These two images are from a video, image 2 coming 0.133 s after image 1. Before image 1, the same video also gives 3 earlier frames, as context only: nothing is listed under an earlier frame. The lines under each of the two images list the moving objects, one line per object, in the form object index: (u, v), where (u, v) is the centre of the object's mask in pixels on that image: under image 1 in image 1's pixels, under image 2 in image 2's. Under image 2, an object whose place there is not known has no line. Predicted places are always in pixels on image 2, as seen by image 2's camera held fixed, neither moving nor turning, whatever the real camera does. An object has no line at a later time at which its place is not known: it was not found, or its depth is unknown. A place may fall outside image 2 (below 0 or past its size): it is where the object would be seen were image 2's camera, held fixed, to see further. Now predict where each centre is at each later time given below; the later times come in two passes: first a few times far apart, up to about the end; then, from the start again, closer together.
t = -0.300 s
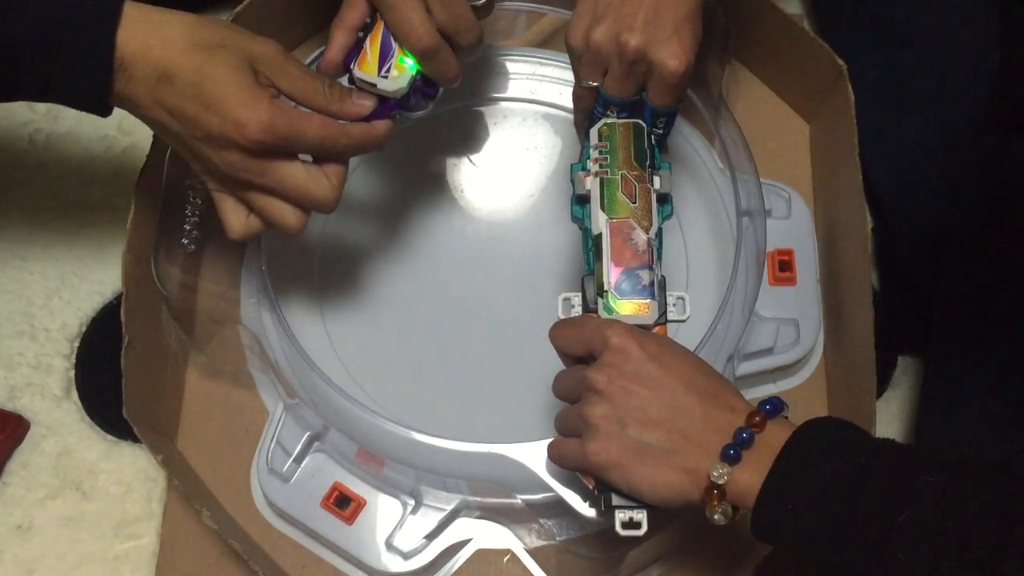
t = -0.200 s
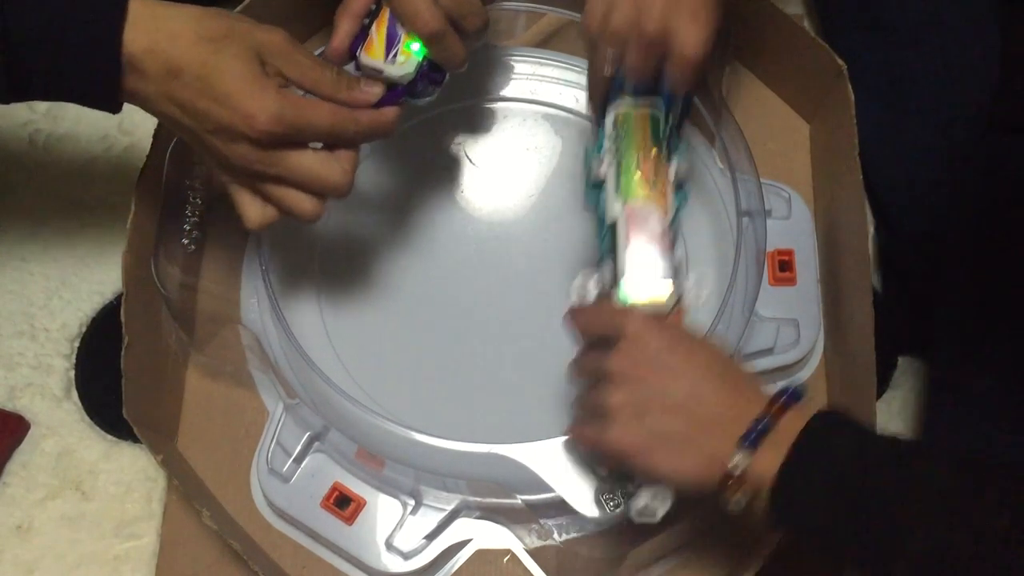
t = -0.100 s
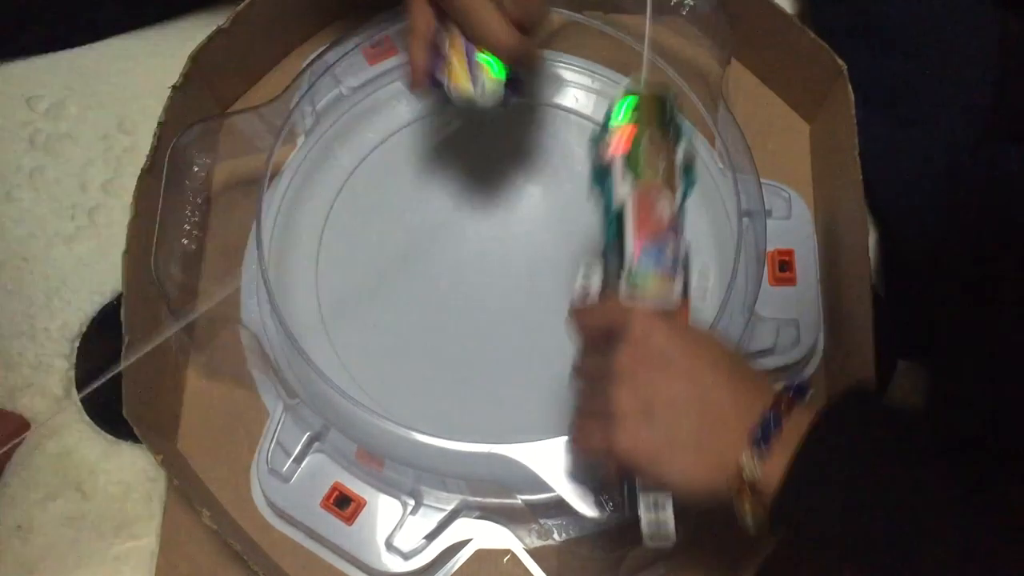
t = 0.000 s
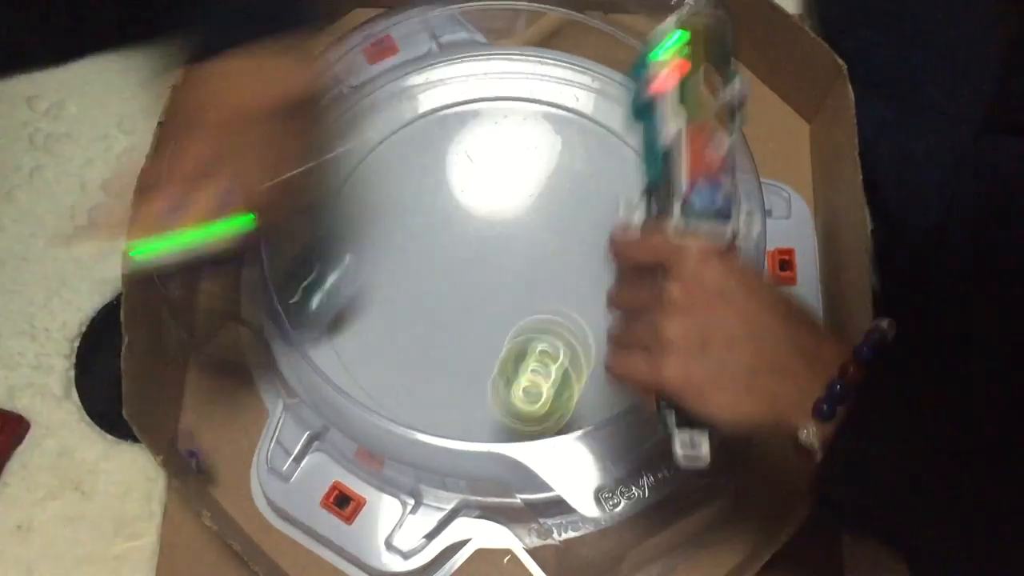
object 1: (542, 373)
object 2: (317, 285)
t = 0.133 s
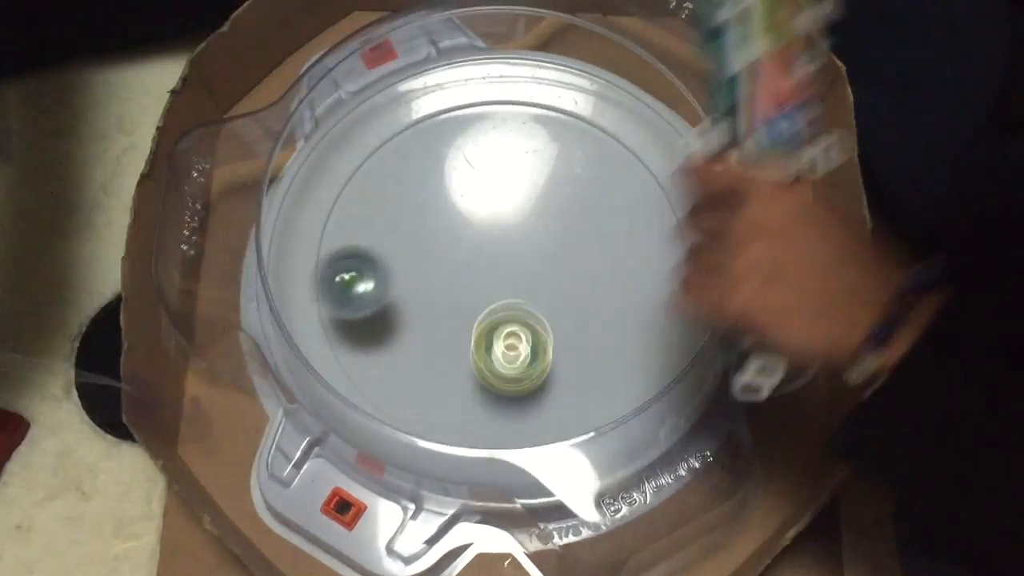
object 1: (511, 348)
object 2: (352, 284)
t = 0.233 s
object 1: (522, 242)
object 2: (443, 275)
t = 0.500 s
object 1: (488, 66)
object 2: (616, 209)
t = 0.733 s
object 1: (423, 217)
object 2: (558, 200)
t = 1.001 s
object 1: (508, 409)
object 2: (479, 255)
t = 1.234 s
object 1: (651, 323)
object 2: (514, 300)
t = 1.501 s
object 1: (580, 120)
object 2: (540, 278)
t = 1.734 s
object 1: (347, 188)
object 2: (527, 265)
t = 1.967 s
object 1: (405, 407)
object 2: (512, 277)
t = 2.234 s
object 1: (672, 305)
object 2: (507, 289)
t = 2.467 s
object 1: (579, 116)
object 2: (507, 288)
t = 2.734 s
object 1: (345, 190)
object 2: (501, 285)
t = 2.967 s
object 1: (399, 391)
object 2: (492, 282)
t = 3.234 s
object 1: (635, 343)
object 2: (491, 278)
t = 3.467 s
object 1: (598, 170)
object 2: (490, 275)
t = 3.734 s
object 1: (395, 169)
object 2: (491, 268)
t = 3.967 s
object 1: (388, 340)
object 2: (493, 258)
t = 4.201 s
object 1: (566, 367)
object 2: (494, 258)
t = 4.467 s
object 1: (599, 208)
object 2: (498, 259)
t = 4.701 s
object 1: (469, 174)
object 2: (502, 261)
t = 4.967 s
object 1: (428, 294)
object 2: (506, 267)
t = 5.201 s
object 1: (537, 332)
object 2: (509, 270)
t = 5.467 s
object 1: (580, 244)
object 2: (495, 268)
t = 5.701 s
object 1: (525, 194)
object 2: (470, 272)
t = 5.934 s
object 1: (486, 142)
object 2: (444, 399)
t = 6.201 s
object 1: (467, 216)
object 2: (487, 371)
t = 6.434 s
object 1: (468, 245)
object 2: (542, 337)
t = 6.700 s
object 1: (516, 224)
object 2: (529, 306)
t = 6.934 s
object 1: (517, 194)
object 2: (498, 308)
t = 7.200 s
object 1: (524, 167)
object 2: (448, 360)
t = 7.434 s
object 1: (501, 199)
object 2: (468, 335)
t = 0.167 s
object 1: (516, 312)
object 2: (382, 283)
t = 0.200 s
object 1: (520, 276)
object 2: (413, 287)
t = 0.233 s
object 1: (522, 242)
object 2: (443, 275)
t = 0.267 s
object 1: (523, 203)
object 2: (474, 262)
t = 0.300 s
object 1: (523, 172)
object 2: (505, 253)
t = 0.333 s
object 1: (520, 140)
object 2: (534, 243)
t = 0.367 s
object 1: (517, 111)
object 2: (558, 234)
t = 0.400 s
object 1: (512, 87)
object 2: (579, 225)
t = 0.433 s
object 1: (505, 71)
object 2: (596, 218)
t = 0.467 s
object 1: (498, 61)
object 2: (608, 212)
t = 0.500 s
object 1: (488, 66)
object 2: (616, 209)
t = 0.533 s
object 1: (479, 74)
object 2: (618, 205)
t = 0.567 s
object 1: (468, 89)
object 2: (615, 202)
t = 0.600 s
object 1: (457, 110)
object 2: (609, 201)
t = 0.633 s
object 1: (448, 134)
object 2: (599, 200)
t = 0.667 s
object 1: (436, 157)
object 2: (586, 199)
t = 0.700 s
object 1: (429, 185)
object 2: (572, 199)
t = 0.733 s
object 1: (423, 217)
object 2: (558, 200)
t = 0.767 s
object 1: (422, 246)
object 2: (544, 204)
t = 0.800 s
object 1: (425, 280)
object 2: (530, 209)
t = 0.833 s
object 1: (430, 309)
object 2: (517, 215)
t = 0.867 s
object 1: (441, 339)
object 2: (506, 223)
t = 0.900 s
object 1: (453, 363)
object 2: (497, 230)
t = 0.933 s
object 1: (468, 381)
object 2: (489, 239)
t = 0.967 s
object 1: (488, 400)
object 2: (483, 246)
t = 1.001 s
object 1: (508, 409)
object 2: (479, 255)
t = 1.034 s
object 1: (529, 411)
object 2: (478, 263)
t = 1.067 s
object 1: (555, 407)
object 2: (480, 271)
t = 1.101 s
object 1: (576, 400)
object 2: (484, 280)
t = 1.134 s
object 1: (597, 389)
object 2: (490, 288)
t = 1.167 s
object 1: (617, 371)
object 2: (498, 294)
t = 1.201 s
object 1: (636, 349)
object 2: (506, 298)
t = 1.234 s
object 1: (651, 323)
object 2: (514, 300)
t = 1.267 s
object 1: (663, 294)
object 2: (521, 300)
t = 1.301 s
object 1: (670, 263)
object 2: (526, 299)
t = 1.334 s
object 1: (673, 233)
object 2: (532, 296)
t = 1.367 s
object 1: (670, 202)
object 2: (535, 293)
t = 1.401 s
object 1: (657, 174)
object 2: (538, 290)
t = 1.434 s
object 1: (637, 150)
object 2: (540, 286)
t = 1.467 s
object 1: (608, 131)
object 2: (540, 283)
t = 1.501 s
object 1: (580, 120)
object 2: (540, 278)
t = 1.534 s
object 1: (546, 114)
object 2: (539, 275)
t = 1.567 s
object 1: (508, 115)
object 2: (538, 272)
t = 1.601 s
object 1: (472, 119)
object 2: (535, 270)
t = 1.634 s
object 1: (436, 127)
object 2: (533, 268)
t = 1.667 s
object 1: (403, 142)
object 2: (532, 266)
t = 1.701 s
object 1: (375, 161)
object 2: (529, 265)
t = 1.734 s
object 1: (347, 188)
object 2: (527, 265)
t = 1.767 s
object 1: (329, 215)
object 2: (525, 265)
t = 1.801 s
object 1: (321, 247)
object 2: (522, 267)
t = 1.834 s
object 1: (324, 283)
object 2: (520, 269)
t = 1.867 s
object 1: (333, 315)
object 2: (518, 270)
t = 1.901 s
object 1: (351, 348)
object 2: (516, 273)
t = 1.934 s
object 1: (376, 378)
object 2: (514, 275)
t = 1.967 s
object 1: (405, 407)
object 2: (512, 277)
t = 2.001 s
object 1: (447, 418)
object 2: (511, 280)
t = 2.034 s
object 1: (486, 422)
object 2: (509, 283)
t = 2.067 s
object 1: (529, 419)
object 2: (508, 284)
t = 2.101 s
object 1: (570, 410)
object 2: (508, 286)
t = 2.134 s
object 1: (608, 394)
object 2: (508, 287)
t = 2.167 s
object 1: (639, 366)
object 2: (507, 288)
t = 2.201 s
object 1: (659, 340)
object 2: (507, 288)
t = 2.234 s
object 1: (672, 305)
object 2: (507, 289)
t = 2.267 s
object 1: (679, 271)
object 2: (507, 290)
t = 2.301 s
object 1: (678, 236)
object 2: (507, 289)
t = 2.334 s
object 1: (667, 205)
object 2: (507, 289)
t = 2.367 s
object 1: (652, 177)
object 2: (507, 289)
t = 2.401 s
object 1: (632, 152)
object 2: (507, 289)
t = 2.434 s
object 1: (608, 132)
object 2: (507, 288)
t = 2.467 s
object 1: (579, 116)
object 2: (507, 288)
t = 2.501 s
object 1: (547, 107)
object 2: (507, 287)
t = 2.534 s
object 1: (515, 103)
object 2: (507, 287)
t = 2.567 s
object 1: (480, 104)
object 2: (507, 287)
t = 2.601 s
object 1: (445, 111)
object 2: (506, 286)
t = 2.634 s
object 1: (415, 121)
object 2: (505, 286)
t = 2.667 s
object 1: (387, 141)
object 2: (503, 286)
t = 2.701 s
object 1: (364, 162)
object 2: (502, 285)
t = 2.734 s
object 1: (345, 190)
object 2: (501, 285)
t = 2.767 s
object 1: (332, 220)
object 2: (499, 285)
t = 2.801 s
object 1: (327, 251)
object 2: (498, 284)
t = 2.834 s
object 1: (329, 286)
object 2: (497, 283)
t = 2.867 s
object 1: (336, 315)
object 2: (496, 283)
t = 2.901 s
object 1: (353, 347)
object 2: (494, 283)
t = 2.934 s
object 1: (374, 371)
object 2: (493, 282)
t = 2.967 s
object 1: (399, 391)
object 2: (492, 282)
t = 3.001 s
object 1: (432, 406)
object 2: (492, 281)
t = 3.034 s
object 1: (468, 414)
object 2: (491, 280)
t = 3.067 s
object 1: (501, 417)
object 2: (491, 280)
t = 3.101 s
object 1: (534, 413)
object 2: (491, 279)
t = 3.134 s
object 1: (569, 403)
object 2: (491, 279)
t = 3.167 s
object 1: (594, 388)
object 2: (490, 279)
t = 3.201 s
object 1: (620, 367)
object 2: (491, 279)
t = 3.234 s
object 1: (635, 343)
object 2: (491, 278)
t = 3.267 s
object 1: (646, 317)
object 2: (491, 277)
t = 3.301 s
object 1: (650, 290)
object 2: (491, 278)
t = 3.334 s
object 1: (649, 261)
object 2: (491, 277)
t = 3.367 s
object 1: (644, 237)
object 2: (492, 277)
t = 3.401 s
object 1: (632, 212)
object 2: (491, 276)
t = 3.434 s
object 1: (617, 190)
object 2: (491, 275)
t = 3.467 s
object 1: (598, 170)
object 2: (490, 275)
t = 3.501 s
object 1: (577, 155)
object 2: (490, 274)
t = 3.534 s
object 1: (554, 143)
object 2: (490, 273)
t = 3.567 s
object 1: (526, 135)
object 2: (490, 272)
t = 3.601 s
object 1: (498, 132)
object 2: (490, 271)
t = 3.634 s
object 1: (470, 135)
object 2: (490, 270)
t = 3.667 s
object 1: (442, 141)
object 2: (490, 269)
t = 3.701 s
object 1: (418, 153)
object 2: (491, 269)
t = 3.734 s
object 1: (395, 169)
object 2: (491, 268)
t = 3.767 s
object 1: (376, 191)
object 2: (491, 267)
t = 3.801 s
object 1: (364, 212)
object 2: (491, 266)
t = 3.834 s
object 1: (355, 237)
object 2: (492, 264)
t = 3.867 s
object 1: (354, 264)
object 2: (491, 263)
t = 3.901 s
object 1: (360, 294)
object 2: (492, 261)
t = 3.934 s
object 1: (370, 316)
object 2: (492, 259)
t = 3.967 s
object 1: (388, 340)
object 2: (493, 258)
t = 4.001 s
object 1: (408, 357)
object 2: (493, 258)
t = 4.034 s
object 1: (433, 372)
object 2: (493, 257)
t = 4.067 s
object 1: (459, 381)
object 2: (493, 257)
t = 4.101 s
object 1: (488, 386)
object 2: (493, 257)
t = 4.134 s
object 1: (515, 384)
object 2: (494, 257)
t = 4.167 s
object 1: (541, 378)
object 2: (494, 257)
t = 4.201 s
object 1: (566, 367)
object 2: (494, 258)
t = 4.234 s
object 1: (585, 351)
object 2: (494, 258)
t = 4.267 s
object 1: (602, 334)
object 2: (495, 258)
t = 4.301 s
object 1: (612, 312)
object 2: (495, 258)
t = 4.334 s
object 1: (619, 291)
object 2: (495, 258)
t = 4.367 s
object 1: (620, 269)
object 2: (496, 259)
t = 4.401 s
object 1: (616, 246)
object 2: (496, 258)
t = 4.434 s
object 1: (609, 226)
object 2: (497, 258)
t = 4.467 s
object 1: (599, 208)
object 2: (498, 259)
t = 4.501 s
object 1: (585, 192)
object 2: (499, 259)
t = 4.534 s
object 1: (569, 181)
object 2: (500, 258)
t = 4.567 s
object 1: (551, 171)
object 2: (500, 259)
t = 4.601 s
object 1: (531, 167)
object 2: (500, 259)
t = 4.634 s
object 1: (511, 167)
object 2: (501, 260)
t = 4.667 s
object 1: (488, 169)
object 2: (501, 260)
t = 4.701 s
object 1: (469, 174)
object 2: (502, 261)
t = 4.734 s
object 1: (452, 184)
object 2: (502, 262)
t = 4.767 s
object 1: (436, 197)
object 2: (503, 263)
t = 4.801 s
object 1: (427, 211)
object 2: (504, 263)
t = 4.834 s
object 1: (419, 226)
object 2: (504, 264)
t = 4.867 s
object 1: (414, 243)
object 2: (505, 265)
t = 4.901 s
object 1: (416, 261)
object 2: (505, 265)
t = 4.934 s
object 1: (419, 279)
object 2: (506, 266)
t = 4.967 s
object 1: (428, 294)
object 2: (506, 267)
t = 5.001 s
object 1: (441, 309)
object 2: (506, 268)
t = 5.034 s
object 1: (454, 321)
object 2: (507, 269)
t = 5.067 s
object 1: (470, 330)
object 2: (507, 269)
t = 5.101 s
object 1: (489, 335)
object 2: (508, 269)
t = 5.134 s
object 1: (506, 337)
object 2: (508, 270)
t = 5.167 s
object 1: (522, 335)
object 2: (508, 269)
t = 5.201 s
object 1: (537, 332)
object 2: (509, 270)
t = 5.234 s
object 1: (551, 324)
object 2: (509, 269)
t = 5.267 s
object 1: (561, 315)
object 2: (509, 269)
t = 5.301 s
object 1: (570, 304)
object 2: (508, 269)
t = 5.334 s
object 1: (576, 293)
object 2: (507, 268)
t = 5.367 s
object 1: (580, 280)
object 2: (506, 267)
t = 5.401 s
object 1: (581, 268)
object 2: (504, 266)
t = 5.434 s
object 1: (577, 254)
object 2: (504, 266)
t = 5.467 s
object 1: (580, 244)
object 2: (495, 268)
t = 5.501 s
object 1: (582, 233)
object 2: (484, 268)
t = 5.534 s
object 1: (581, 221)
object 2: (476, 269)
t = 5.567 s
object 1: (575, 211)
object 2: (471, 268)
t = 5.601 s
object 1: (566, 203)
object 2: (468, 269)
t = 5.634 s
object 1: (555, 197)
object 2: (467, 270)
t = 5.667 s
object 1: (540, 194)
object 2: (468, 270)
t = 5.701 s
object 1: (525, 194)
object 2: (470, 272)
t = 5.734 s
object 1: (509, 198)
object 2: (473, 274)
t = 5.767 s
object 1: (492, 205)
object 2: (476, 277)
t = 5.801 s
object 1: (485, 206)
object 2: (474, 293)
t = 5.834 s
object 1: (485, 185)
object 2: (463, 328)
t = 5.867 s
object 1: (485, 164)
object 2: (455, 357)
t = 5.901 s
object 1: (486, 149)
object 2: (448, 382)
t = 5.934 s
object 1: (486, 142)
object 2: (444, 399)
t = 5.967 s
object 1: (485, 137)
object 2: (443, 408)
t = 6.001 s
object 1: (484, 139)
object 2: (445, 411)
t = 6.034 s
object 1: (481, 146)
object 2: (449, 411)
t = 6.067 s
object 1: (478, 154)
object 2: (456, 409)
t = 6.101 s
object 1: (473, 167)
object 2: (464, 402)
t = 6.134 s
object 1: (470, 182)
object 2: (472, 394)
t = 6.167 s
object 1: (468, 199)
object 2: (479, 383)
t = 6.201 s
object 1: (467, 216)
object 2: (487, 371)
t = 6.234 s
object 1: (467, 233)
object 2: (494, 358)
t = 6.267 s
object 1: (468, 249)
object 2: (500, 344)
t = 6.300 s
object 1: (470, 263)
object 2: (506, 330)
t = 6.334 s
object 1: (467, 259)
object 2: (518, 334)
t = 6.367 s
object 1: (465, 254)
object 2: (529, 338)
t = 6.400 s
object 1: (465, 249)
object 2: (537, 339)
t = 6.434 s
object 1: (468, 245)
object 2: (542, 337)
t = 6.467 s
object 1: (473, 242)
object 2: (543, 334)
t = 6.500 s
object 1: (478, 240)
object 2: (543, 330)
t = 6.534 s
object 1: (484, 237)
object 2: (543, 324)
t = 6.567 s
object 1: (491, 235)
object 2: (541, 319)
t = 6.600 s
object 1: (497, 234)
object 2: (539, 314)
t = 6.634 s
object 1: (503, 233)
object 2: (536, 308)
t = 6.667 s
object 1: (509, 232)
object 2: (533, 302)
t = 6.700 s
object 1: (516, 224)
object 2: (529, 306)
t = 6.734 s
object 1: (521, 211)
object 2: (523, 313)
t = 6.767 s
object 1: (525, 200)
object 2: (518, 317)
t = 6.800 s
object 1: (526, 192)
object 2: (512, 318)
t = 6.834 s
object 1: (526, 187)
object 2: (507, 317)
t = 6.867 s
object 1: (525, 186)
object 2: (503, 315)
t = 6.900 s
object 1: (521, 189)
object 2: (500, 312)
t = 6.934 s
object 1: (517, 194)
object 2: (498, 308)
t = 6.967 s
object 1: (512, 202)
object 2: (496, 303)
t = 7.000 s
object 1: (506, 211)
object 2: (496, 299)
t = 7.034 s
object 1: (501, 220)
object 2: (495, 294)
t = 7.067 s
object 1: (505, 212)
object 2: (484, 311)
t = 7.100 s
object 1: (511, 197)
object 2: (471, 330)
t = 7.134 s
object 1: (517, 184)
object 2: (460, 345)
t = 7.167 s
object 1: (522, 173)
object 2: (453, 355)
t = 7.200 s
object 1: (524, 167)
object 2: (448, 360)
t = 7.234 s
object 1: (525, 163)
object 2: (447, 362)
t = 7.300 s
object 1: (522, 166)
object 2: (450, 357)
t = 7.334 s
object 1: (518, 172)
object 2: (454, 353)
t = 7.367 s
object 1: (512, 180)
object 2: (458, 348)
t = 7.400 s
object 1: (507, 189)
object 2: (463, 342)
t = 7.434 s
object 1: (501, 199)
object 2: (468, 335)
